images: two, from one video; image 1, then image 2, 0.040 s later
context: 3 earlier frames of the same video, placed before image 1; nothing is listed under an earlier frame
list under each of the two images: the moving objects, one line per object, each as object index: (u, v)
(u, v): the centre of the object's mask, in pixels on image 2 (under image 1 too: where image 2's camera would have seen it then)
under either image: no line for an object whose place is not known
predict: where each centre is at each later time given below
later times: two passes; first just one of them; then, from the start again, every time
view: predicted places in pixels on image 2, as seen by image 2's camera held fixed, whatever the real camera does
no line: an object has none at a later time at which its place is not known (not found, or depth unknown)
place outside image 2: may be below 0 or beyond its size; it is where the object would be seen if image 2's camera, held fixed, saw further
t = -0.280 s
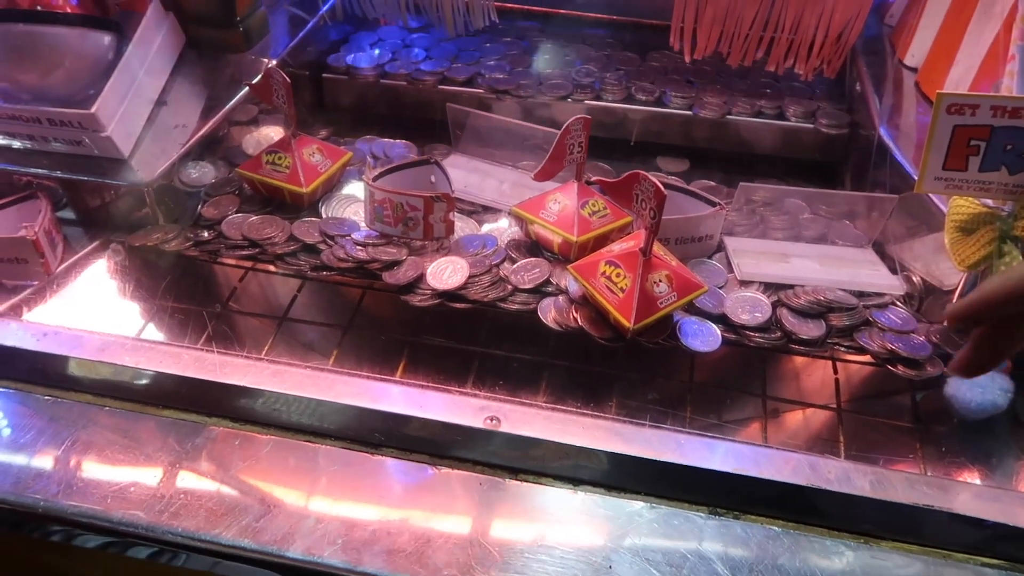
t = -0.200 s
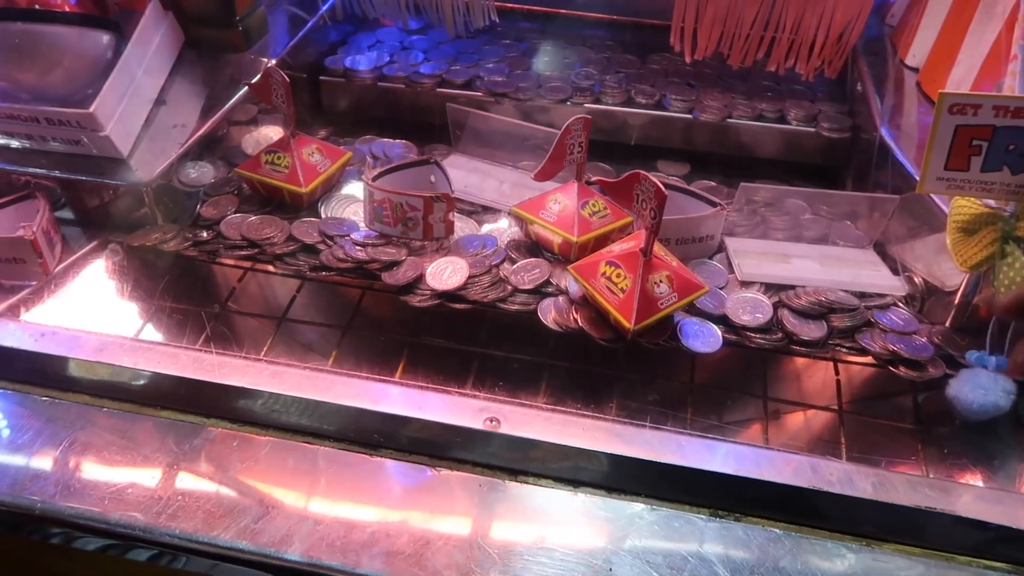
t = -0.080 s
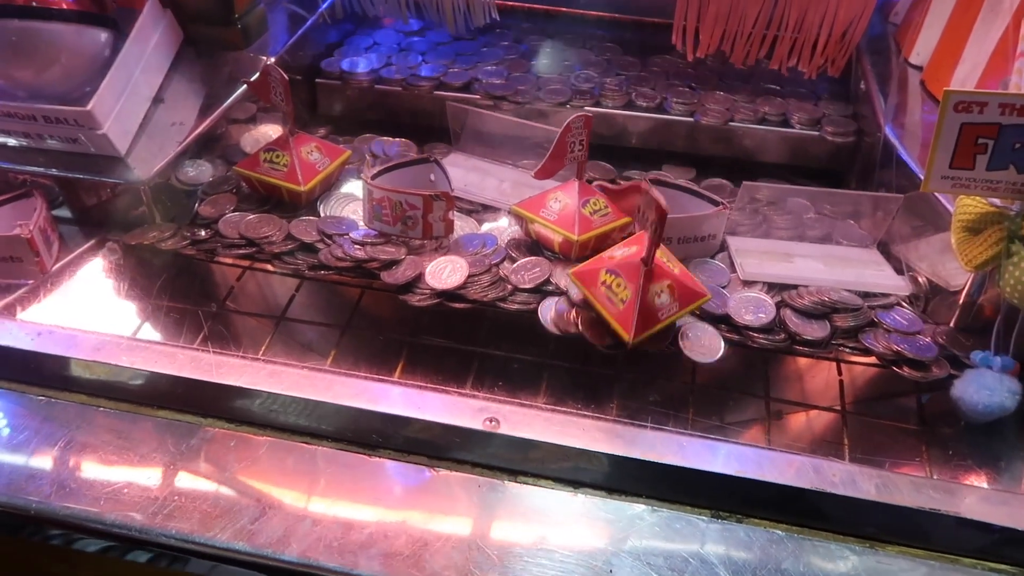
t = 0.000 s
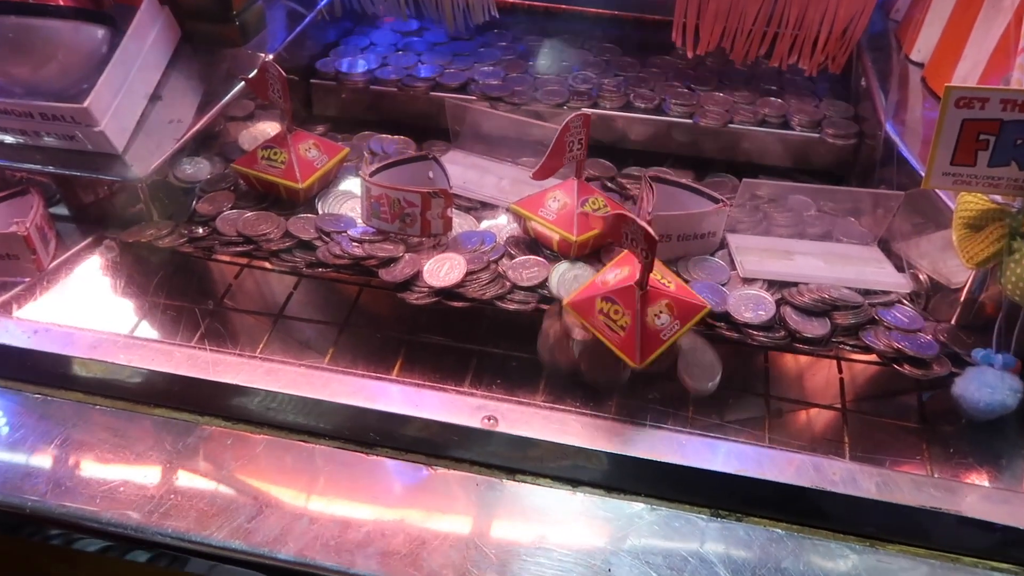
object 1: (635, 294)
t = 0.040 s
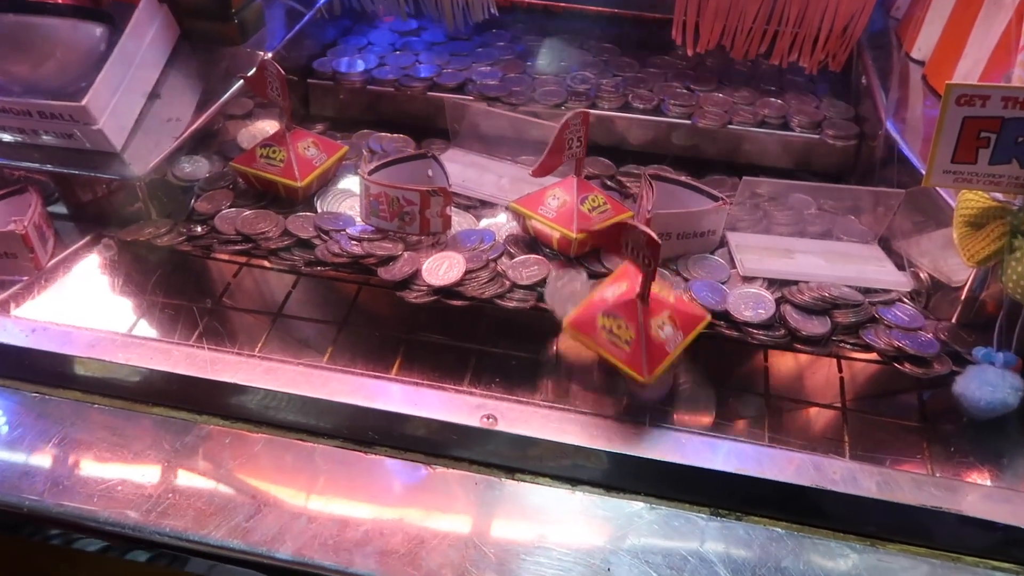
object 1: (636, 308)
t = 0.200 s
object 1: (641, 354)
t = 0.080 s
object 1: (633, 334)
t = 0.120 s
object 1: (631, 350)
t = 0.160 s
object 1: (639, 356)
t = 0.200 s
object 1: (641, 354)
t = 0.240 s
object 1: (643, 350)
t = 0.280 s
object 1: (650, 351)
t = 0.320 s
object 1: (651, 355)
